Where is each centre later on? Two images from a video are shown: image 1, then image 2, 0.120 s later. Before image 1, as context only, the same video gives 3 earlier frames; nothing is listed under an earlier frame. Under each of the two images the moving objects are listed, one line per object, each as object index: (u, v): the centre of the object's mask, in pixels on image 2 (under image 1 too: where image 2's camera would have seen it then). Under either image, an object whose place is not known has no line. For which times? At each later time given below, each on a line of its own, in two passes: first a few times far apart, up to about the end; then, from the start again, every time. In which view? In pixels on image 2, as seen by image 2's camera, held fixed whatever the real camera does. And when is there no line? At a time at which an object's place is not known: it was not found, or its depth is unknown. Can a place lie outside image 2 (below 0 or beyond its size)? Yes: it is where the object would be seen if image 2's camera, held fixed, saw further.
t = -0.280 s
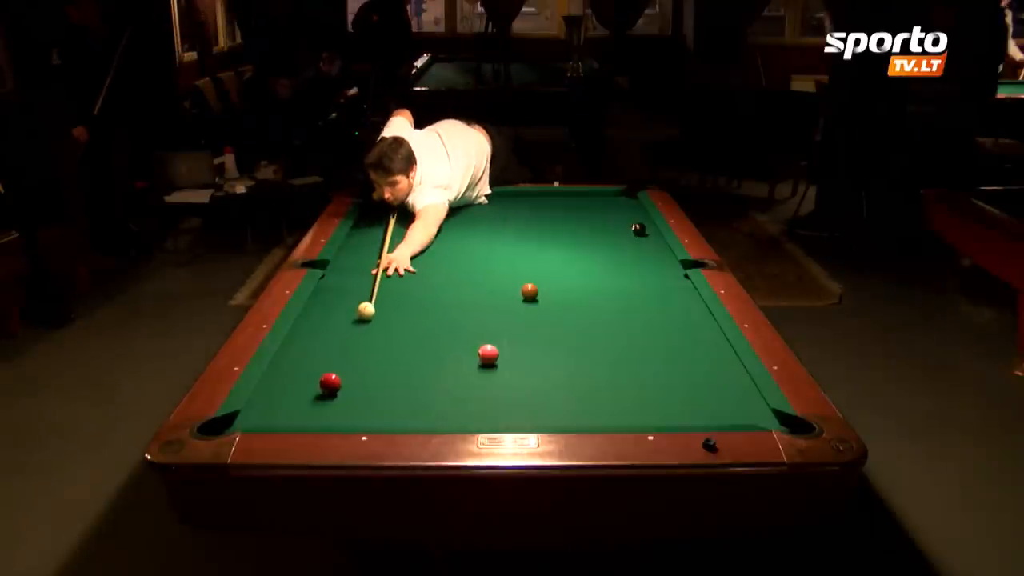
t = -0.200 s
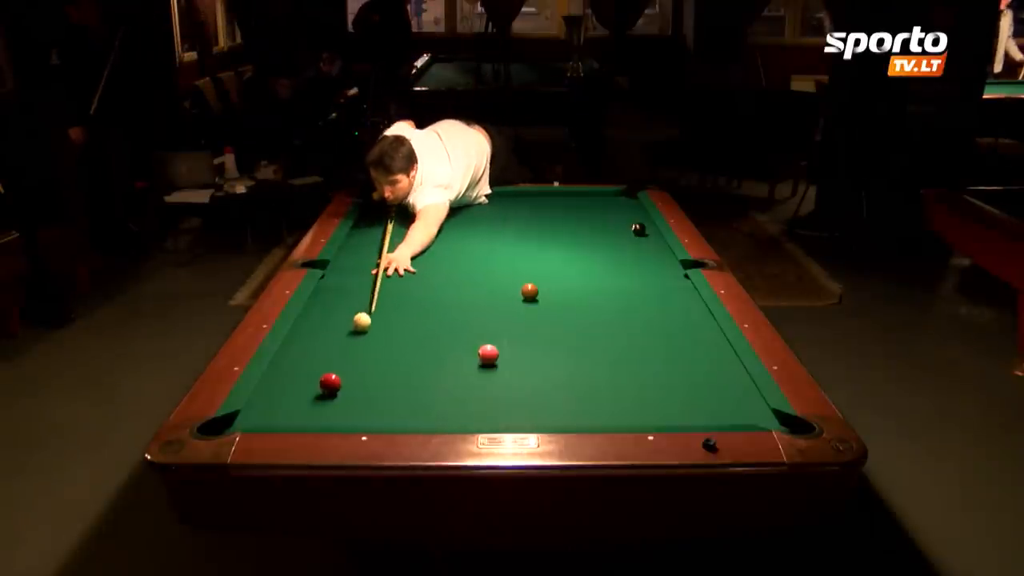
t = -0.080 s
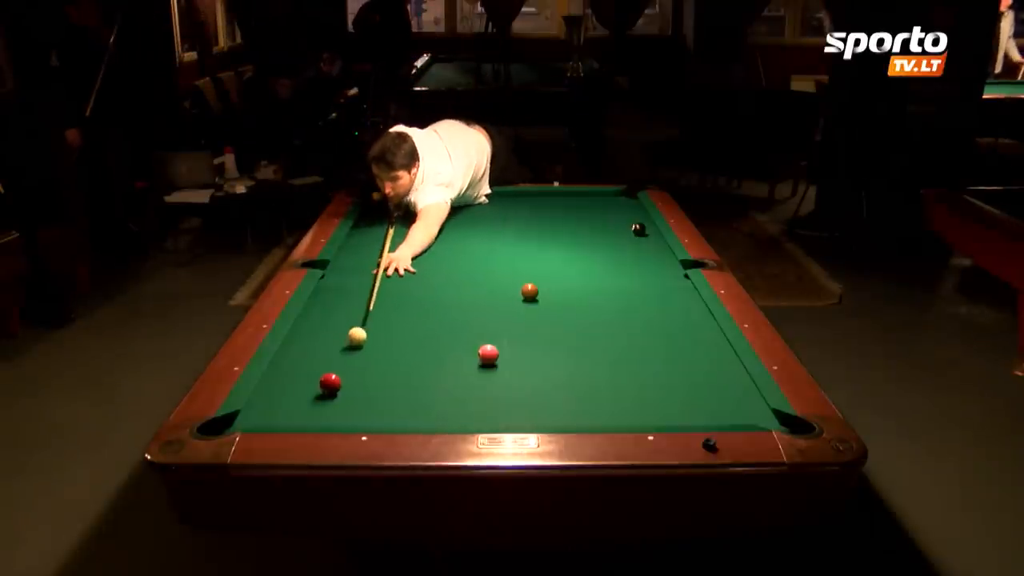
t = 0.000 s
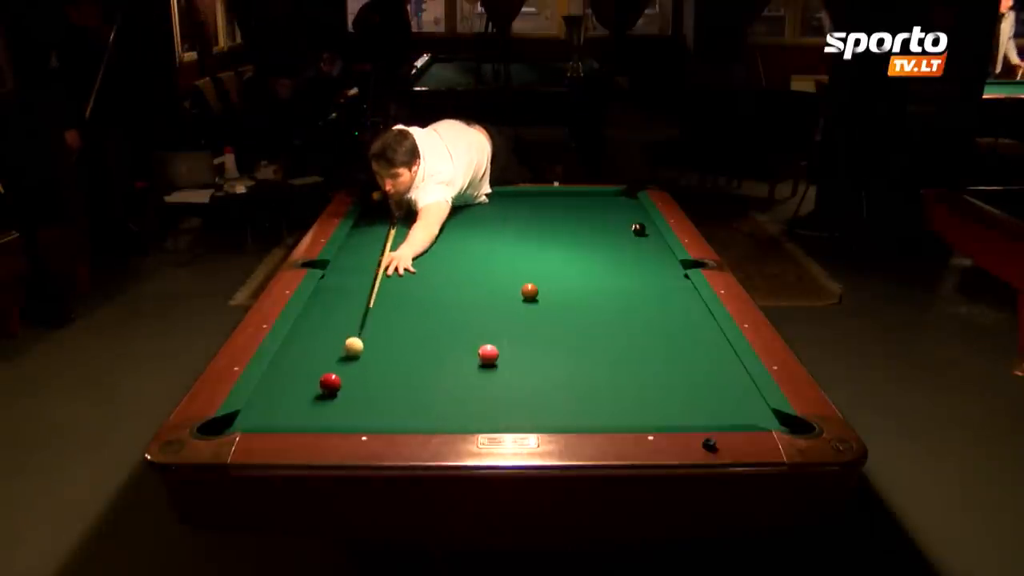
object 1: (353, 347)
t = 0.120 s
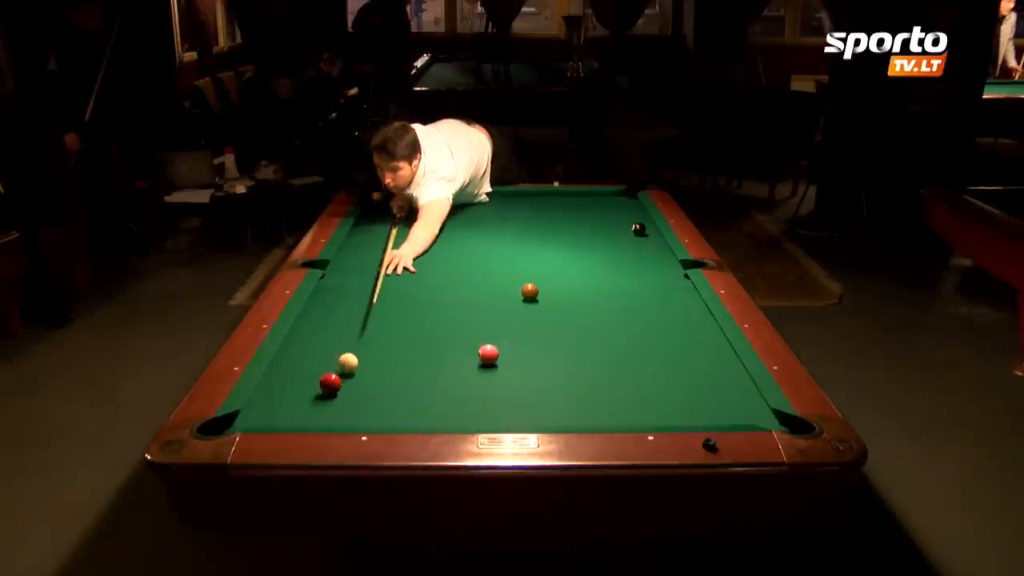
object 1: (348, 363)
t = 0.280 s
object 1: (354, 380)
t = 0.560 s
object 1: (386, 398)
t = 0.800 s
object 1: (415, 414)
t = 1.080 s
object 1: (457, 416)
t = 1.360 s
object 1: (506, 409)
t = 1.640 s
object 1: (550, 400)
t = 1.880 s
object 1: (584, 392)
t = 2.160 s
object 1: (620, 385)
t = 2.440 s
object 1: (653, 378)
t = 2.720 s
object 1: (682, 371)
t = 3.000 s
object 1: (709, 365)
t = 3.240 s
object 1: (729, 361)
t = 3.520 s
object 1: (715, 359)
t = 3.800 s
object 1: (702, 357)
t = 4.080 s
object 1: (692, 355)
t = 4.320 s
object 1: (684, 354)
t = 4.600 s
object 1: (677, 353)
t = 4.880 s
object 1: (673, 352)
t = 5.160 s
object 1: (671, 352)
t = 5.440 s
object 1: (671, 352)
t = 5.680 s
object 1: (670, 352)
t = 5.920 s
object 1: (670, 352)
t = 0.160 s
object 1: (346, 369)
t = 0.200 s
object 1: (345, 375)
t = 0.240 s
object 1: (349, 378)
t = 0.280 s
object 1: (354, 380)
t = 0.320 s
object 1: (359, 382)
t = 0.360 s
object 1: (363, 385)
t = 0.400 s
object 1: (368, 387)
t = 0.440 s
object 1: (372, 390)
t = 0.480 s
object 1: (377, 393)
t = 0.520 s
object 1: (381, 395)
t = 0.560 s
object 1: (386, 398)
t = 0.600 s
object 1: (391, 401)
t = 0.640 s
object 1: (395, 403)
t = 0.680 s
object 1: (400, 406)
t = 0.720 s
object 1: (405, 409)
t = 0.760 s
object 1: (410, 411)
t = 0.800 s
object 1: (415, 414)
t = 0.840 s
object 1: (419, 415)
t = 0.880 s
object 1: (424, 416)
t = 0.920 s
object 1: (429, 418)
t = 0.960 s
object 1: (435, 419)
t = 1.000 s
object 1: (443, 418)
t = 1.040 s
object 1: (450, 417)
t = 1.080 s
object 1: (457, 416)
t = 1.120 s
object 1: (465, 415)
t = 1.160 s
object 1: (472, 415)
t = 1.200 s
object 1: (479, 414)
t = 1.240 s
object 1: (486, 413)
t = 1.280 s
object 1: (493, 412)
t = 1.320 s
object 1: (499, 412)
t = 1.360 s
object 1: (506, 409)
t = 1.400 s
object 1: (512, 408)
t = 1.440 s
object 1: (519, 407)
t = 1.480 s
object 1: (525, 405)
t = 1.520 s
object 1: (531, 404)
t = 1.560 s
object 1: (538, 403)
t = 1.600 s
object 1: (544, 401)
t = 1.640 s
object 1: (550, 400)
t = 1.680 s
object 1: (556, 398)
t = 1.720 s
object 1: (562, 397)
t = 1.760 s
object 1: (567, 396)
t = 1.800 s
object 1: (573, 395)
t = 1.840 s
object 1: (579, 393)
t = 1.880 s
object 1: (584, 392)
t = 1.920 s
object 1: (589, 391)
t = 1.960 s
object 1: (595, 390)
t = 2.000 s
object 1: (600, 389)
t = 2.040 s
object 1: (605, 387)
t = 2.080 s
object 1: (610, 386)
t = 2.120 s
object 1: (615, 385)
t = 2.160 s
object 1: (620, 385)
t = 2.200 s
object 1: (625, 383)
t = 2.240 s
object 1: (630, 382)
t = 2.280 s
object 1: (635, 381)
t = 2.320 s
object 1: (639, 380)
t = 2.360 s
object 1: (644, 379)
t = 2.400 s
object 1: (648, 378)
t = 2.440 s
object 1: (653, 378)
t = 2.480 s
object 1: (657, 376)
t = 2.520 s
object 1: (662, 375)
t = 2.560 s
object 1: (666, 374)
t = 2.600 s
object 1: (670, 373)
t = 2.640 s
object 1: (674, 373)
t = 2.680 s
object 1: (678, 372)
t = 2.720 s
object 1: (682, 371)
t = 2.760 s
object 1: (686, 370)
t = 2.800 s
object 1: (690, 369)
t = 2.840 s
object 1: (694, 368)
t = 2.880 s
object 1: (698, 368)
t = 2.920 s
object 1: (701, 367)
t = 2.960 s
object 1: (705, 366)
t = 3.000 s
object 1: (709, 365)
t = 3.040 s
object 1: (712, 364)
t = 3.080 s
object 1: (716, 364)
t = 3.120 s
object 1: (719, 363)
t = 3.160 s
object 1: (722, 362)
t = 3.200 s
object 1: (726, 362)
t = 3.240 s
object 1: (729, 361)
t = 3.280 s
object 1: (728, 361)
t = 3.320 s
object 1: (726, 360)
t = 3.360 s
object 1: (724, 360)
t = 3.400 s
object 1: (722, 360)
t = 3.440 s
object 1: (719, 360)
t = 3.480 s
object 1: (717, 359)
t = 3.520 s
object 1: (715, 359)
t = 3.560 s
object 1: (713, 358)
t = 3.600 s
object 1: (711, 358)
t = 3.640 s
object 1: (709, 358)
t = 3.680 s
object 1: (707, 357)
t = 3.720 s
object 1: (706, 357)
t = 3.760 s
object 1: (704, 357)
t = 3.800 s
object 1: (702, 357)
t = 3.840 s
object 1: (701, 356)
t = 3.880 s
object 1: (699, 356)
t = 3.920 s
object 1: (697, 356)
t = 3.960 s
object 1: (696, 356)
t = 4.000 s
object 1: (694, 356)
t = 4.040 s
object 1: (693, 355)
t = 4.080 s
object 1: (692, 355)
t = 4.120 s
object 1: (690, 355)
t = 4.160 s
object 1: (689, 354)
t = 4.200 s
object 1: (688, 354)
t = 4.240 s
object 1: (686, 354)
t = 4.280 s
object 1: (685, 354)
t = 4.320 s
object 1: (684, 354)
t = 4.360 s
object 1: (683, 354)
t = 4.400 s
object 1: (682, 354)
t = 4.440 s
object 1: (681, 353)
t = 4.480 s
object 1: (680, 353)
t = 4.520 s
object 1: (679, 353)
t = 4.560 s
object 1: (678, 353)
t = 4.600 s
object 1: (677, 353)
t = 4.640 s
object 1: (677, 352)
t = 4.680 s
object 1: (676, 352)
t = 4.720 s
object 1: (675, 352)
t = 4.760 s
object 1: (675, 352)
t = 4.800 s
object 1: (674, 352)
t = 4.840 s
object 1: (674, 352)
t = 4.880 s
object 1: (673, 352)
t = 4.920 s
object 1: (673, 352)
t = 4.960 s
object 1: (672, 352)
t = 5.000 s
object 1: (672, 352)
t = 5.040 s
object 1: (672, 352)
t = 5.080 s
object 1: (671, 352)
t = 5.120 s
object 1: (671, 352)
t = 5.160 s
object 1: (671, 352)
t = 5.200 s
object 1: (671, 352)
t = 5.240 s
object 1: (671, 351)
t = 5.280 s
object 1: (671, 351)
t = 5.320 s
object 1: (671, 352)
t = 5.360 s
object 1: (671, 352)
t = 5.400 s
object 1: (671, 352)
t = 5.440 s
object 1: (671, 352)
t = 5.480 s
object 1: (671, 352)
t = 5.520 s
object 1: (670, 352)
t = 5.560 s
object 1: (670, 352)
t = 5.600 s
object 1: (670, 352)
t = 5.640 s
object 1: (670, 352)
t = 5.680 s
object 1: (670, 352)
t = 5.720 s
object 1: (670, 352)
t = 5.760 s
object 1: (670, 352)
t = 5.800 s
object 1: (670, 352)
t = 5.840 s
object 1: (670, 352)
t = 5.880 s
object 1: (670, 352)
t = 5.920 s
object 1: (670, 352)
